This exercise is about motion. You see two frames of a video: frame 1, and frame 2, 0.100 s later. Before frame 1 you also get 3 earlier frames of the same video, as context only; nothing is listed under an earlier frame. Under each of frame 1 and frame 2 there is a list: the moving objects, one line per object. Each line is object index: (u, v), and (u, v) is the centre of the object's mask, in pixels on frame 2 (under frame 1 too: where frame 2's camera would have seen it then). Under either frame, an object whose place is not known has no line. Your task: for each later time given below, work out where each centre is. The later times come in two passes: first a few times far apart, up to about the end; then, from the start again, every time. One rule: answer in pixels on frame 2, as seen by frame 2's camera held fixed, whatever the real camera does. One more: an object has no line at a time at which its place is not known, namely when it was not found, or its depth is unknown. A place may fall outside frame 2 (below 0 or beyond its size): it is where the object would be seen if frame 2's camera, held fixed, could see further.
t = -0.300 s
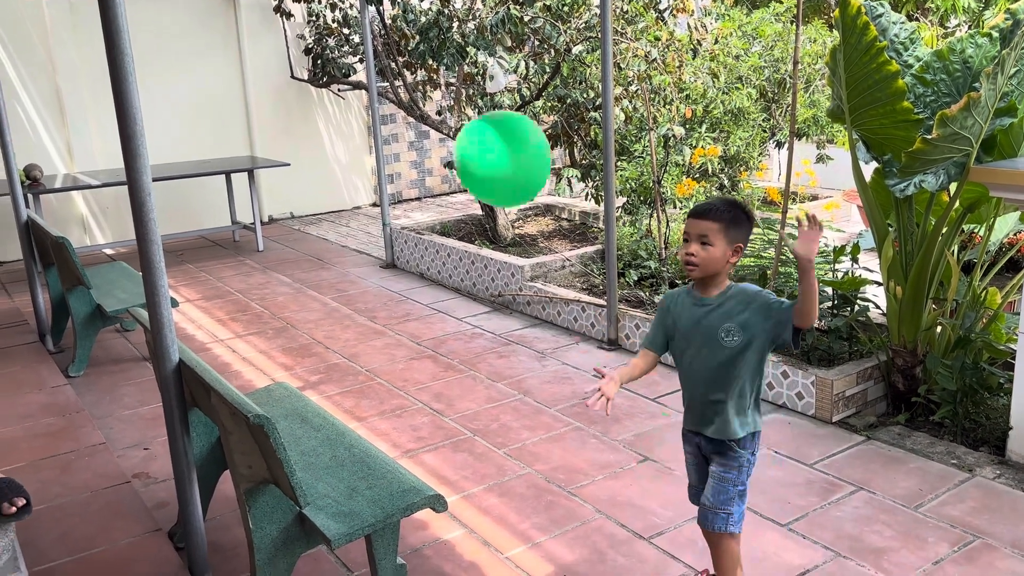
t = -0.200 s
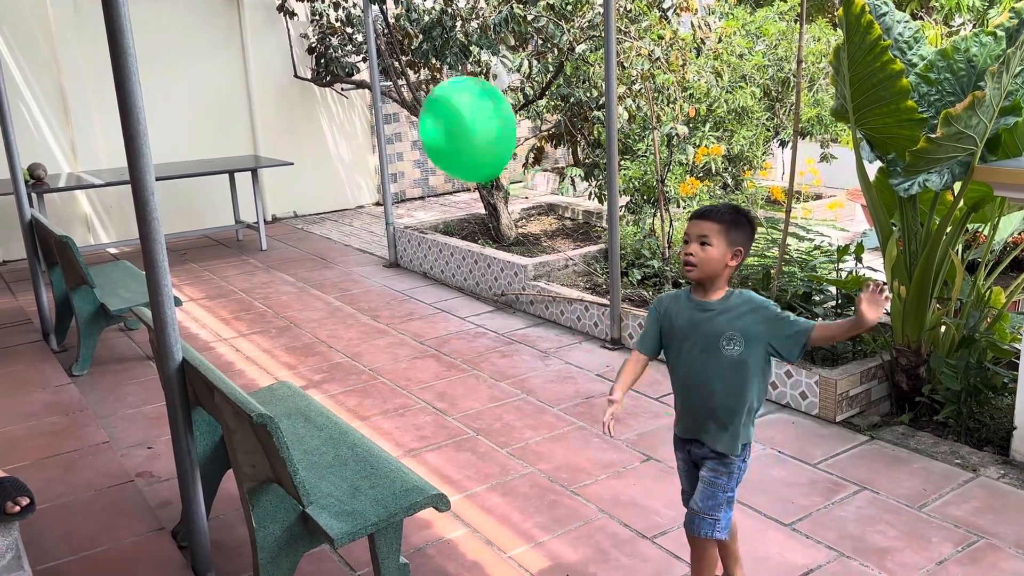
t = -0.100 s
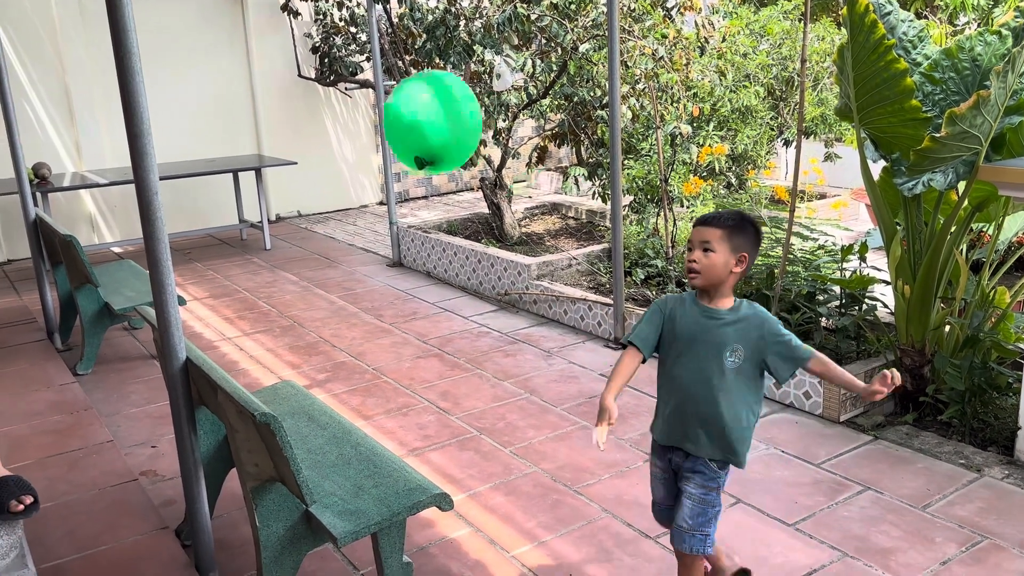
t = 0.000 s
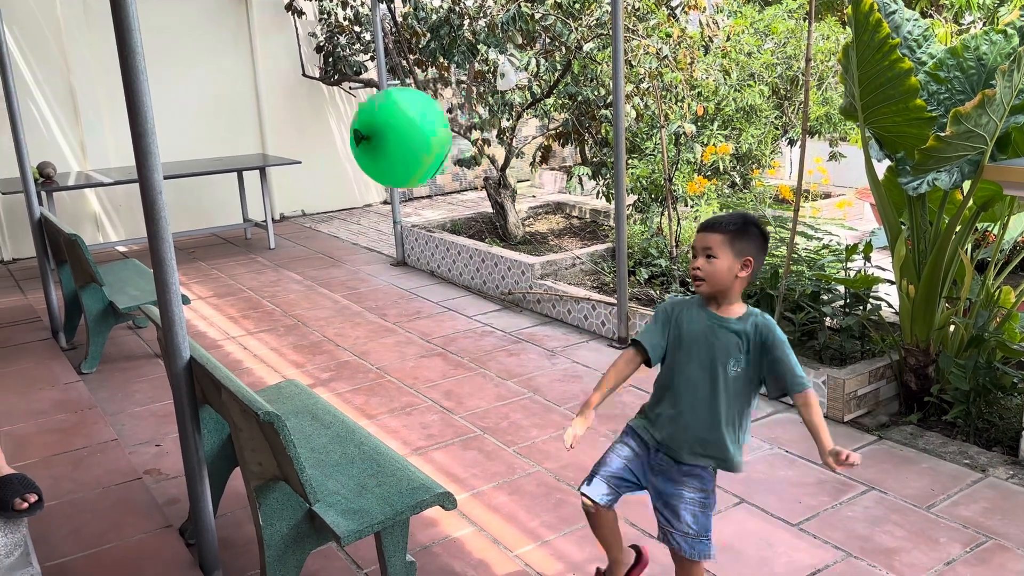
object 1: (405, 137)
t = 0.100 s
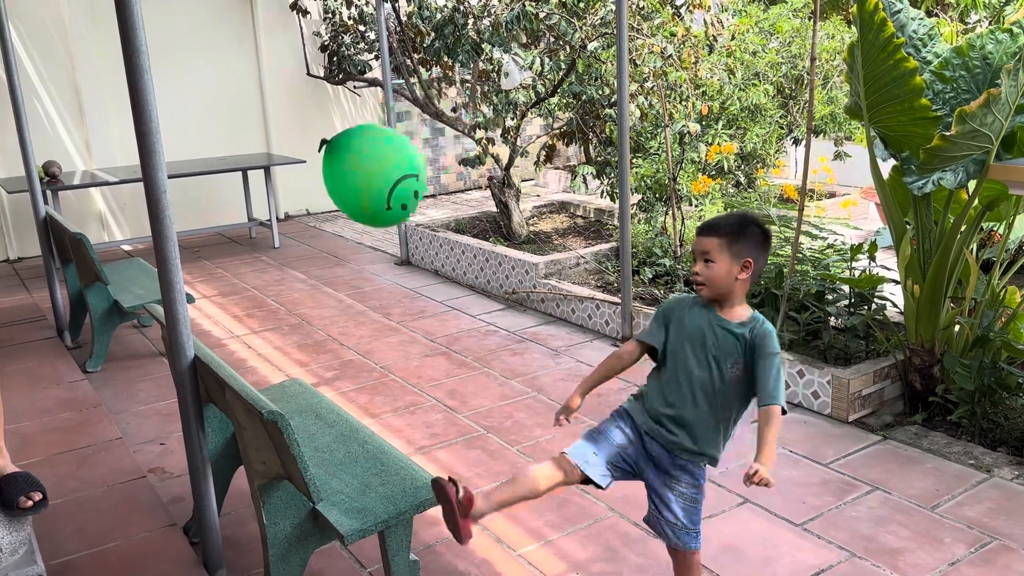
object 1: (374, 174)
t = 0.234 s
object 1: (344, 254)
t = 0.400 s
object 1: (310, 381)
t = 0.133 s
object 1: (364, 191)
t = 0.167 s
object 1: (357, 210)
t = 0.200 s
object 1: (351, 231)
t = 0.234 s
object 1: (344, 254)
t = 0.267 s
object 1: (336, 277)
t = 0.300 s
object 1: (330, 303)
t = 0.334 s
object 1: (323, 329)
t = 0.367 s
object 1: (317, 355)
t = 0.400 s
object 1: (310, 381)
